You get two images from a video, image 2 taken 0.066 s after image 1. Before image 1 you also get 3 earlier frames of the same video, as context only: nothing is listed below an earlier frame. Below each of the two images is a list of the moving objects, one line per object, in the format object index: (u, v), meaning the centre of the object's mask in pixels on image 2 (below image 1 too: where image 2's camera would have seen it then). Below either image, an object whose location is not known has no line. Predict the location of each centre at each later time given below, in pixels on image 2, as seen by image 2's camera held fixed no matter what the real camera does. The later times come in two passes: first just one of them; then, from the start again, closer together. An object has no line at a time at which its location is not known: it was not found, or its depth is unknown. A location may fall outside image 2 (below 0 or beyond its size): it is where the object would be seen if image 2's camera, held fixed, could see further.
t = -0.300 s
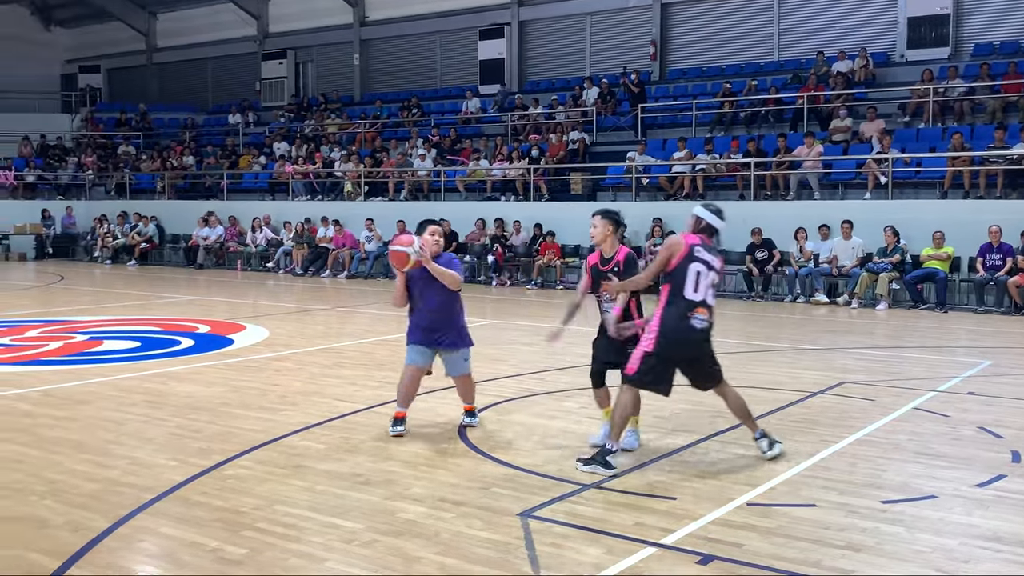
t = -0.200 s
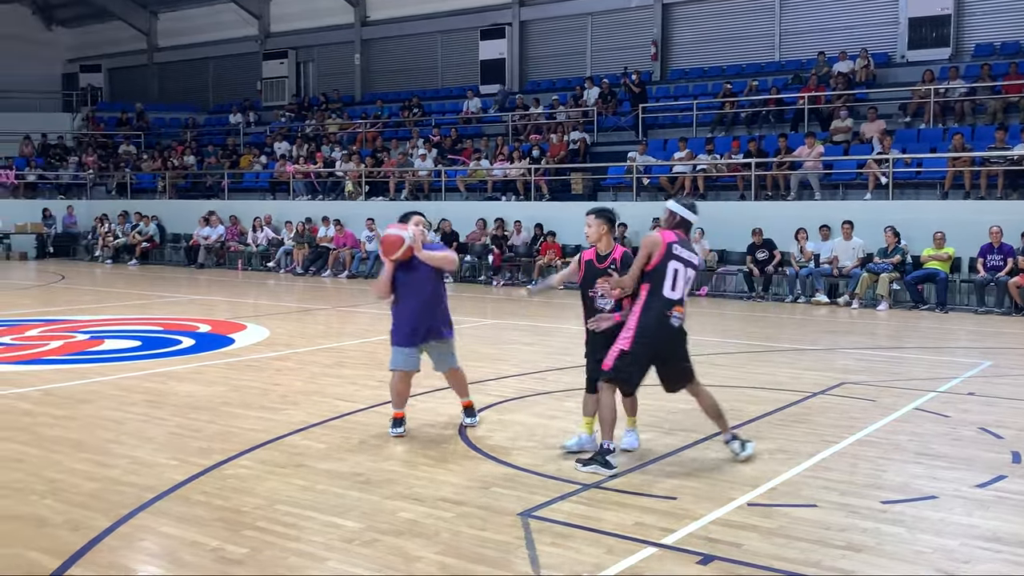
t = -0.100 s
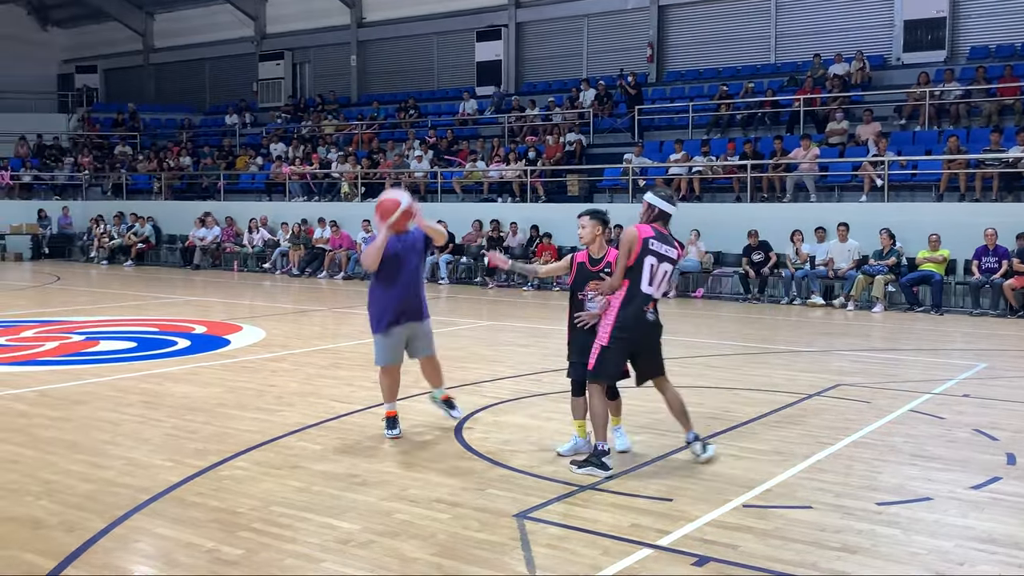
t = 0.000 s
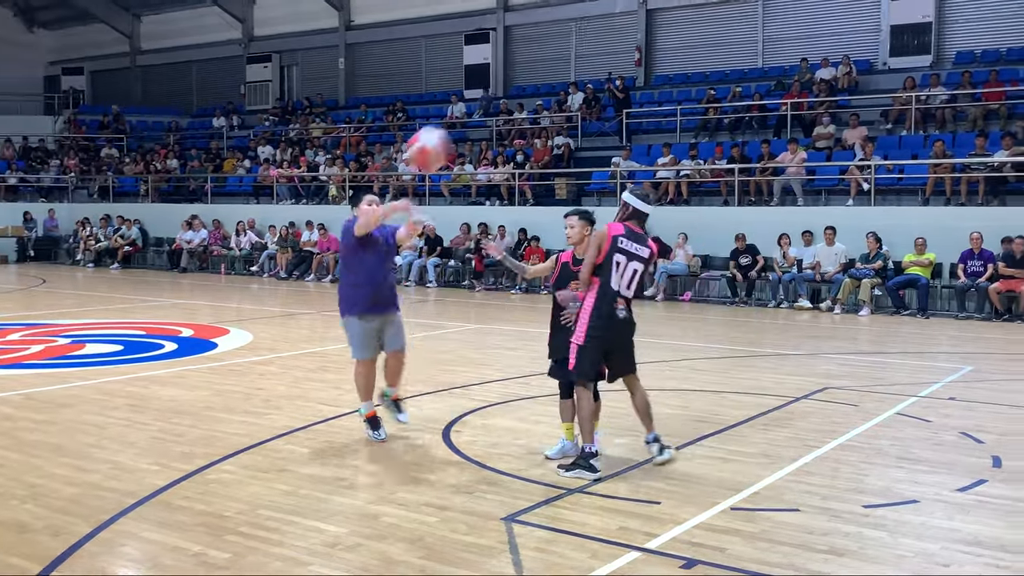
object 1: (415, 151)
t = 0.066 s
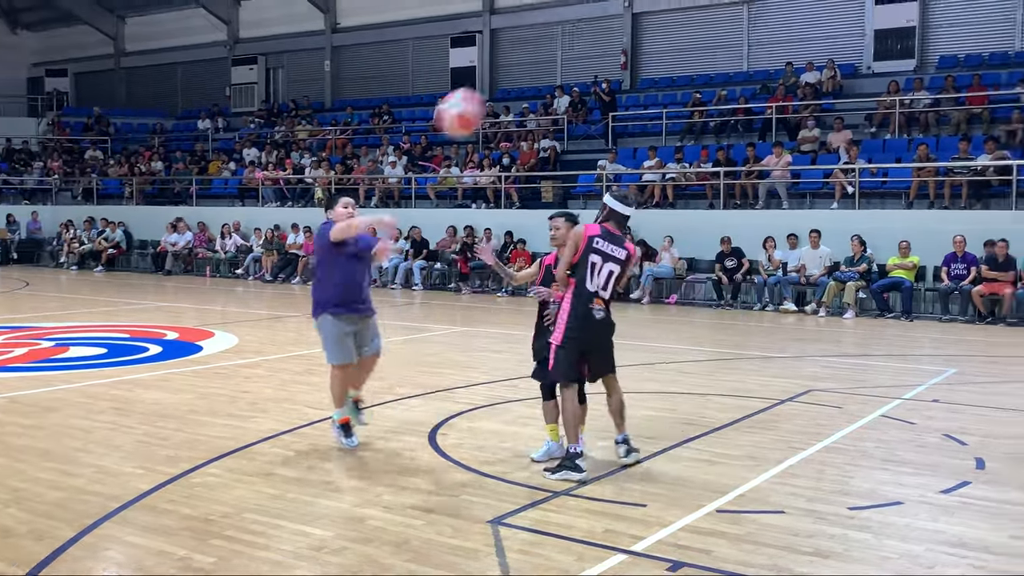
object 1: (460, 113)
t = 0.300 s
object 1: (667, 8)
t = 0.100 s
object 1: (485, 94)
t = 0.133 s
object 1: (511, 77)
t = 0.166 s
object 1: (540, 60)
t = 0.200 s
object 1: (569, 44)
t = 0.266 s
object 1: (632, 18)
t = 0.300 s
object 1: (667, 8)
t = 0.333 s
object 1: (705, 0)
